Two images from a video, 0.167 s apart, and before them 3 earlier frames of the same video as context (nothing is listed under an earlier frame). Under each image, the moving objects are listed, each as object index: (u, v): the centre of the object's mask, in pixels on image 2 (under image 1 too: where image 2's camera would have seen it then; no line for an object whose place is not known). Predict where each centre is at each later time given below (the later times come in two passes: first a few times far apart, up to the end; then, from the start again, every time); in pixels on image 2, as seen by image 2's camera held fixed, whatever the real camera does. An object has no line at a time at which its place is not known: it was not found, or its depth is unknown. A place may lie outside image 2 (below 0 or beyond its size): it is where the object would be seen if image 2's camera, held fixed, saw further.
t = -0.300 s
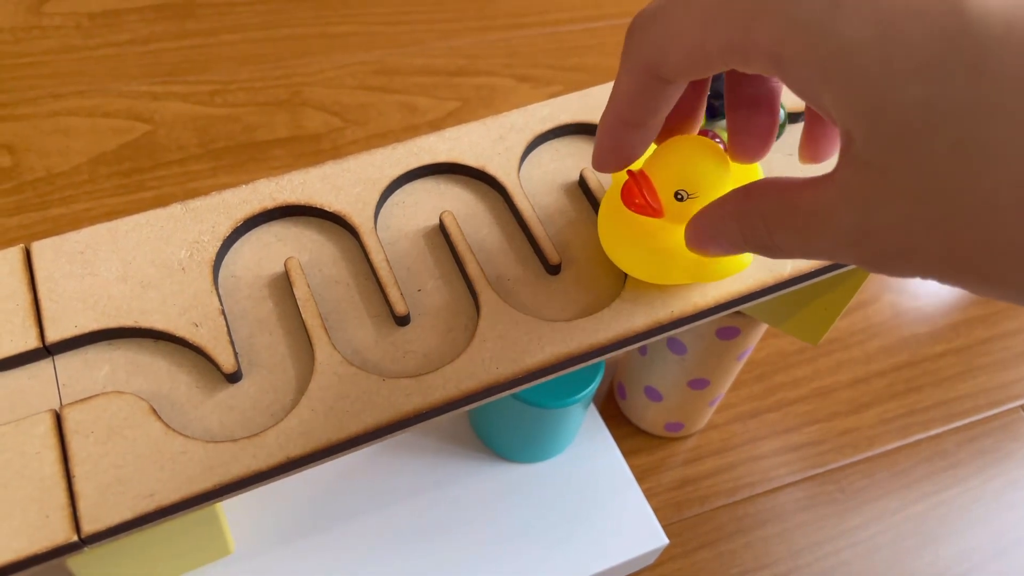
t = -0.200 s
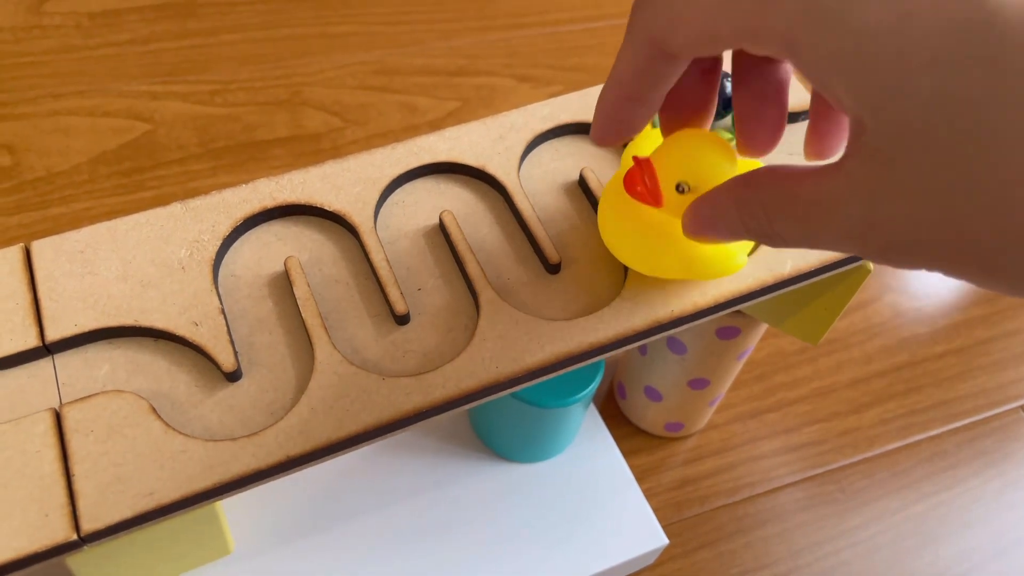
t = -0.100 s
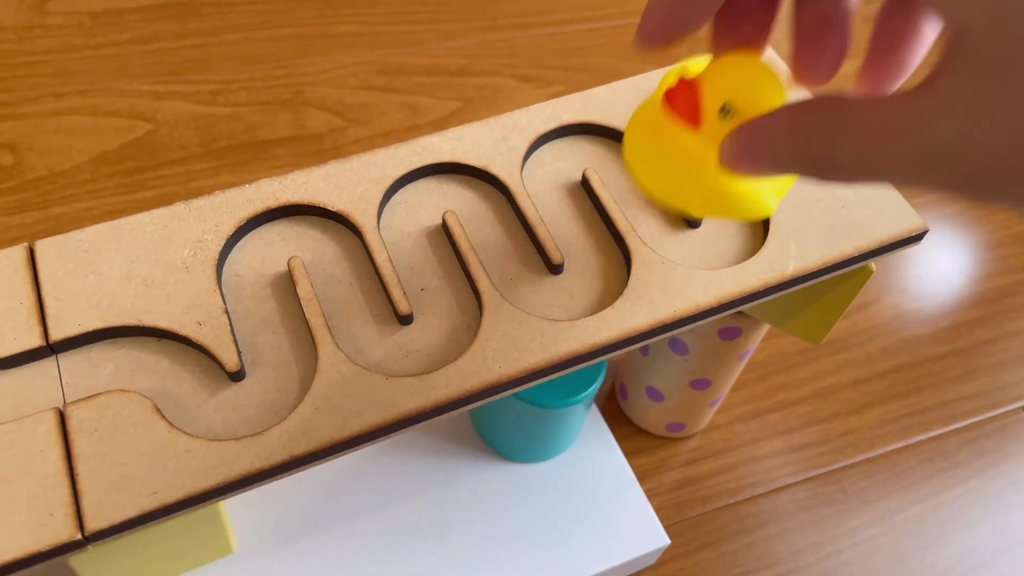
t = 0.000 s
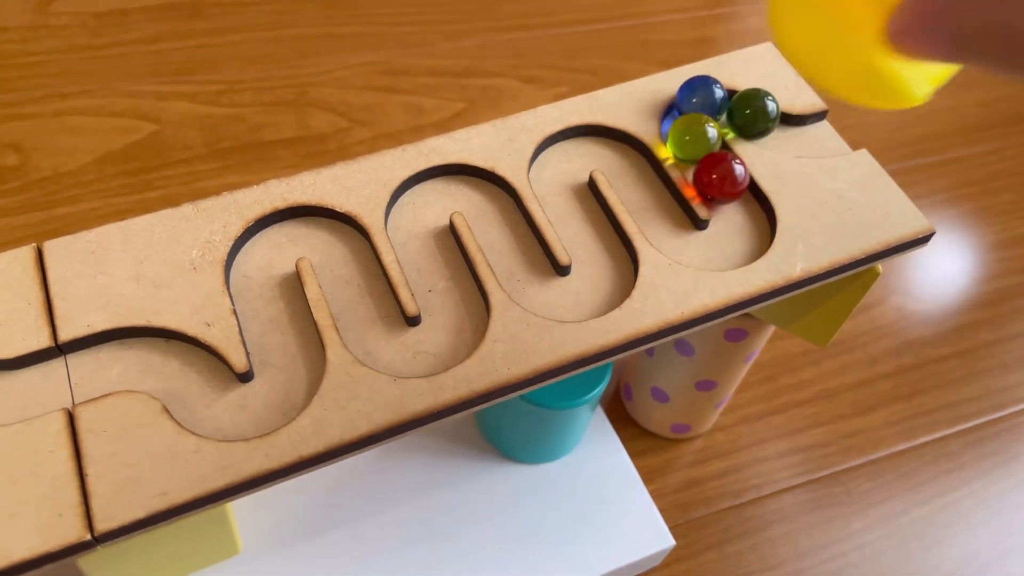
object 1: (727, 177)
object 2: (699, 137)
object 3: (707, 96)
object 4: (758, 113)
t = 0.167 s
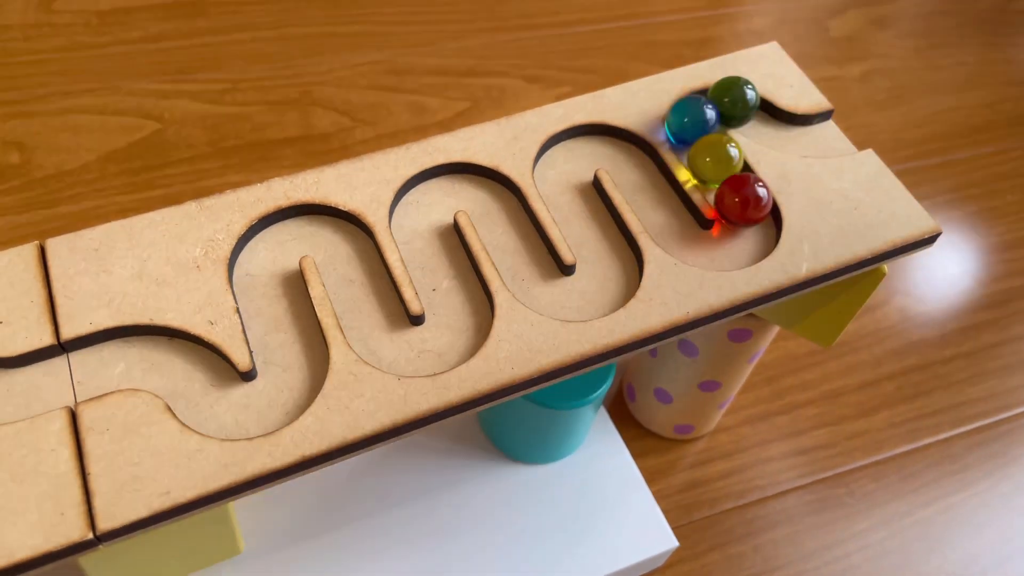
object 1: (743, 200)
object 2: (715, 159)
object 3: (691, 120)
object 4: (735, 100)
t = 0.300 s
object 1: (741, 231)
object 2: (732, 182)
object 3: (704, 143)
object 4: (699, 102)
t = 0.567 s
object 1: (652, 185)
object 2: (722, 242)
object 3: (746, 199)
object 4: (715, 161)
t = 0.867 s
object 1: (562, 152)
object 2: (628, 150)
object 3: (666, 206)
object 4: (746, 234)
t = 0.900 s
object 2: (618, 141)
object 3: (658, 194)
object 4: (735, 239)
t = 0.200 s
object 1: (746, 206)
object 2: (718, 164)
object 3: (691, 125)
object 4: (728, 98)
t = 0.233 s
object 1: (747, 213)
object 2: (722, 170)
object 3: (694, 132)
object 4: (718, 95)
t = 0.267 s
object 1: (746, 221)
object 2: (727, 176)
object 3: (699, 137)
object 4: (708, 96)
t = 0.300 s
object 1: (741, 231)
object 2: (732, 182)
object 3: (704, 143)
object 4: (699, 102)
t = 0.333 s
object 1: (733, 241)
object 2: (737, 189)
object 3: (708, 150)
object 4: (694, 109)
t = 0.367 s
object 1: (719, 242)
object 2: (742, 196)
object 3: (713, 157)
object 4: (692, 117)
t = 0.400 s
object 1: (703, 239)
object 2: (746, 204)
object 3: (718, 163)
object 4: (692, 125)
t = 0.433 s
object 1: (688, 231)
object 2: (748, 214)
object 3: (723, 170)
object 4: (694, 132)
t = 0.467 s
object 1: (676, 221)
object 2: (749, 223)
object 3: (729, 178)
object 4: (700, 139)
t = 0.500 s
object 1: (667, 208)
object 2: (746, 235)
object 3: (734, 185)
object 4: (705, 147)
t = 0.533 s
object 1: (660, 197)
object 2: (736, 239)
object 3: (740, 192)
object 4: (710, 153)
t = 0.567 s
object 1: (652, 185)
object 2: (722, 242)
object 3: (746, 199)
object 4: (715, 161)
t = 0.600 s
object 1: (644, 175)
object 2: (705, 239)
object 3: (749, 209)
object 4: (720, 168)
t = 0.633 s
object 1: (637, 165)
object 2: (689, 231)
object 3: (748, 219)
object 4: (725, 174)
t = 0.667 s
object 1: (630, 155)
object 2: (676, 220)
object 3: (744, 230)
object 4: (731, 182)
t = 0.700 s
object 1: (622, 145)
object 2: (667, 207)
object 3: (735, 239)
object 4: (737, 188)
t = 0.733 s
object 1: (612, 138)
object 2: (658, 194)
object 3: (719, 241)
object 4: (743, 195)
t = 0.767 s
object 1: (600, 133)
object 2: (650, 182)
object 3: (703, 238)
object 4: (747, 204)
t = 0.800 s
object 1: (585, 135)
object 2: (642, 171)
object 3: (687, 231)
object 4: (749, 213)
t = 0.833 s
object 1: (572, 141)
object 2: (635, 160)
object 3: (675, 218)
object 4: (749, 223)
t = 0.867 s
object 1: (562, 152)
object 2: (628, 150)
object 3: (666, 206)
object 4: (746, 234)
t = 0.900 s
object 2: (618, 141)
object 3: (658, 194)
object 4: (735, 239)
